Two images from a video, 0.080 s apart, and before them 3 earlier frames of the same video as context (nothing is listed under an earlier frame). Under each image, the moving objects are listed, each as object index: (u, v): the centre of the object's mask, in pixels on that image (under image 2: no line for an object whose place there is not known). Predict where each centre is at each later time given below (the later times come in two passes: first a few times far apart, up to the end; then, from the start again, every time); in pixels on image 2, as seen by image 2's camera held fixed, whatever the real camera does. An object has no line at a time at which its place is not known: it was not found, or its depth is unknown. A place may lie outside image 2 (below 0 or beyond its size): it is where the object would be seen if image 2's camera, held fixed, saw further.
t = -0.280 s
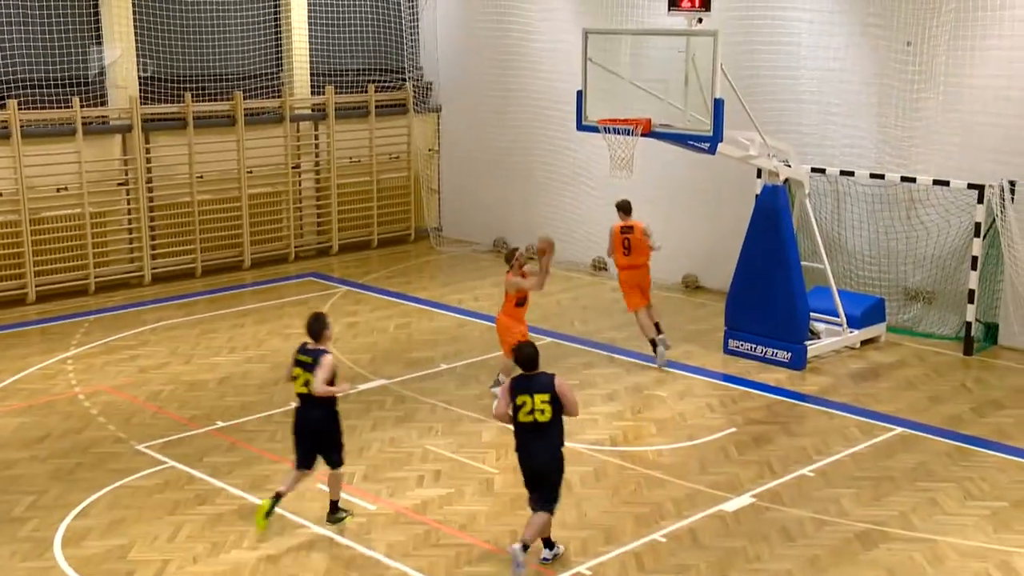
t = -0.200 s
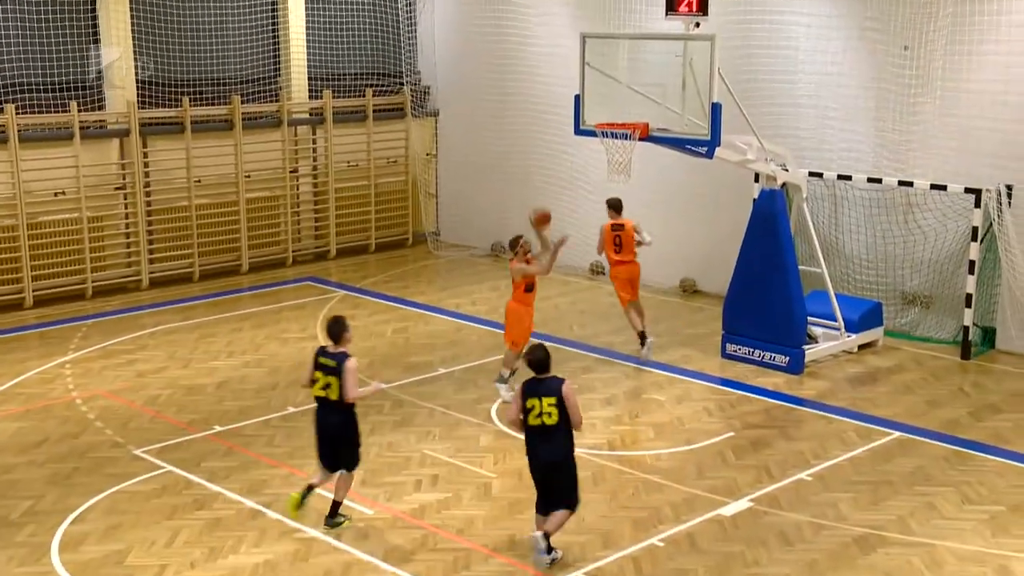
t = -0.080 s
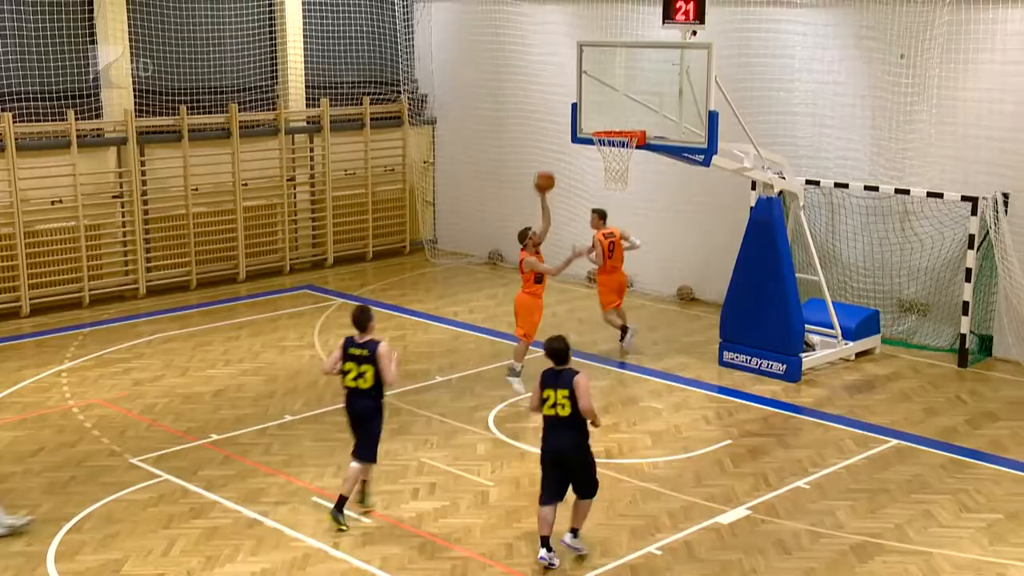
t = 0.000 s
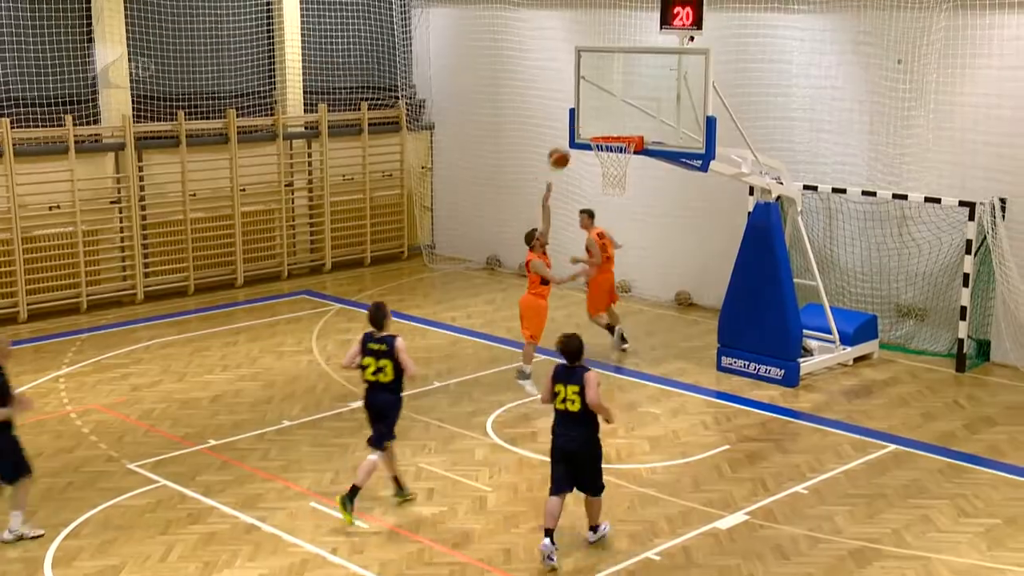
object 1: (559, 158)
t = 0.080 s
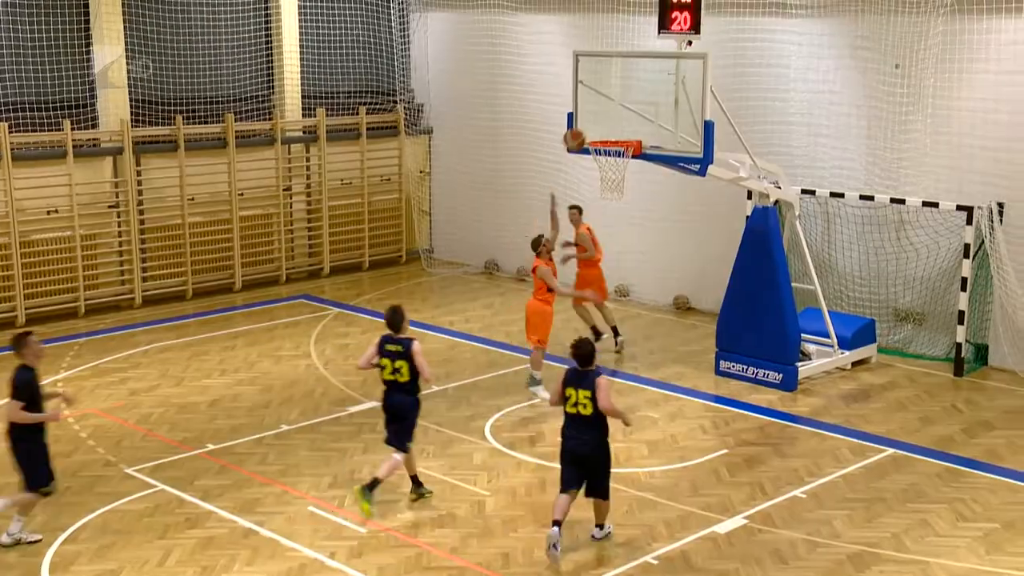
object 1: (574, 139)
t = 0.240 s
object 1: (600, 115)
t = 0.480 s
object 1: (602, 135)
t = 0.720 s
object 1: (613, 193)
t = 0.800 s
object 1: (615, 215)
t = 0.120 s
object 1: (583, 129)
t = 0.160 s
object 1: (592, 122)
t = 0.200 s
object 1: (599, 116)
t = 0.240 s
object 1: (600, 115)
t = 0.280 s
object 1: (601, 114)
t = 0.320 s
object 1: (601, 115)
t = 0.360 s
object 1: (601, 119)
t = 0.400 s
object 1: (602, 123)
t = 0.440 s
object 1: (602, 129)
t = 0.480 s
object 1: (602, 135)
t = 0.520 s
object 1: (604, 144)
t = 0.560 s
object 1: (603, 156)
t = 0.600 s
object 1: (607, 163)
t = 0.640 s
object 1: (609, 172)
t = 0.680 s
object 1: (611, 183)
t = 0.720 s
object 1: (613, 193)
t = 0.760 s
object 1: (614, 203)
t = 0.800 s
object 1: (615, 215)
